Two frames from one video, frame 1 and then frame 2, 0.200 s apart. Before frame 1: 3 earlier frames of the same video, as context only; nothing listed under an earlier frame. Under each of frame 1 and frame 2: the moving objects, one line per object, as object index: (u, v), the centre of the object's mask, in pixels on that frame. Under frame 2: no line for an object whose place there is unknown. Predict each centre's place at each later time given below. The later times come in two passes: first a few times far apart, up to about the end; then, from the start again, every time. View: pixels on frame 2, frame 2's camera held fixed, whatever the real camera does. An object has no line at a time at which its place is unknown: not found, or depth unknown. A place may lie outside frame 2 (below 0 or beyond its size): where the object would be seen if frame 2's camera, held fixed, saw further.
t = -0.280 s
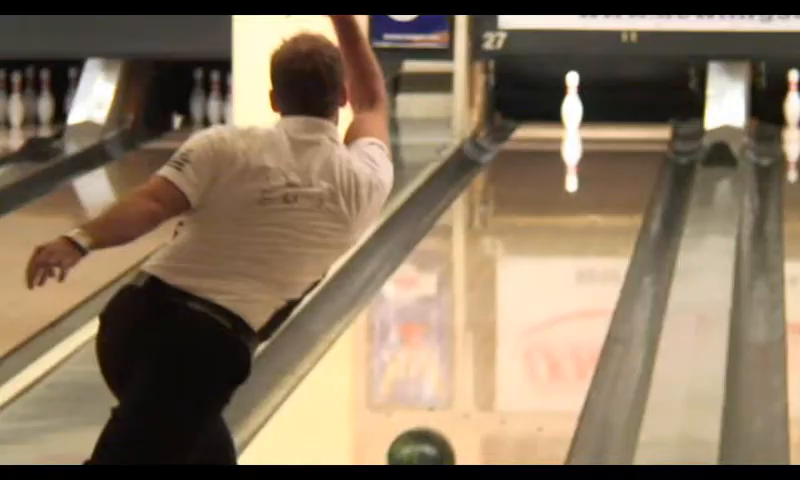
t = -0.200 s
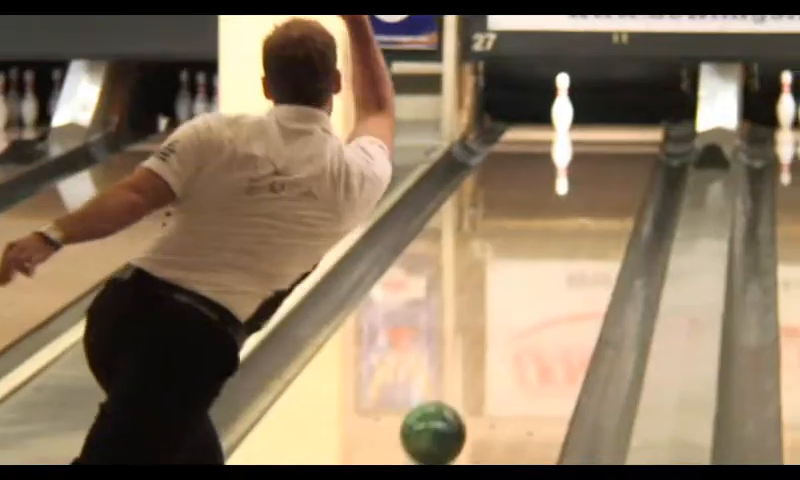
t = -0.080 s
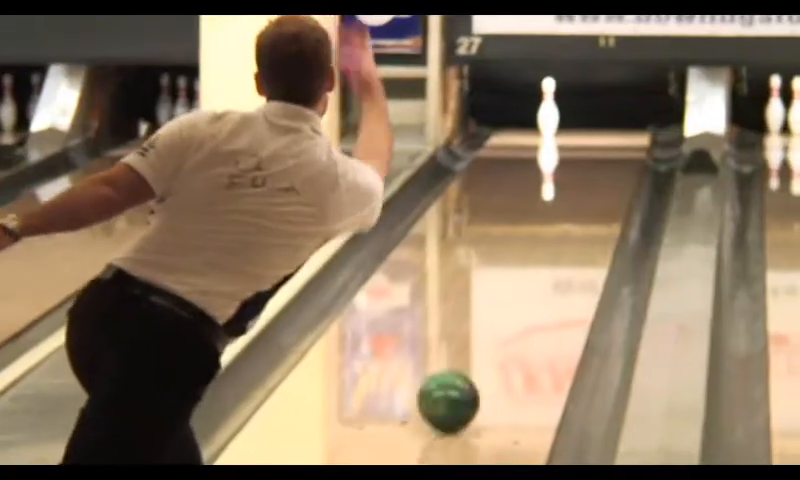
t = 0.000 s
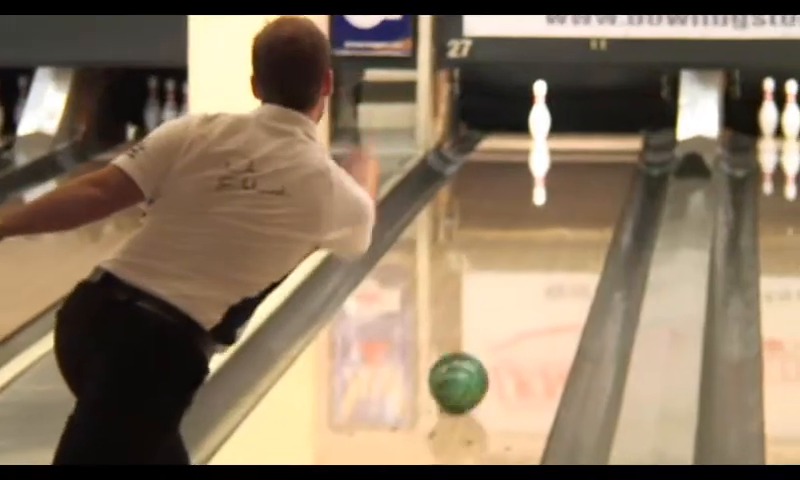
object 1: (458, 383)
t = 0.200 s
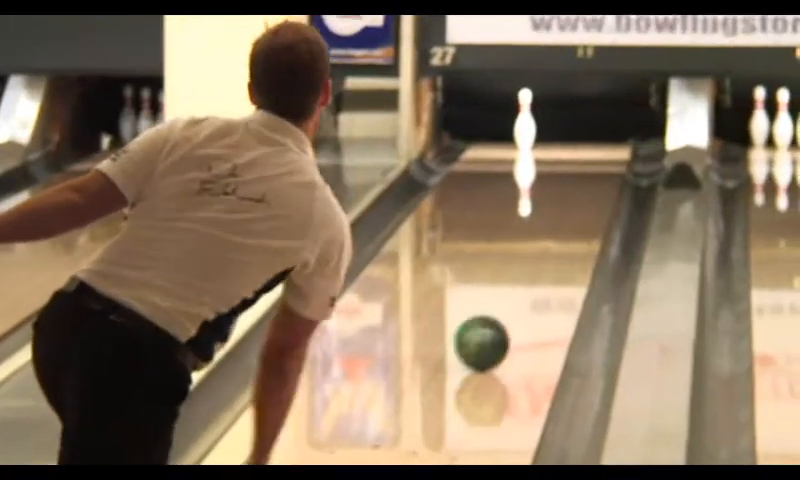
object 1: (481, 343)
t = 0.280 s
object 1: (495, 323)
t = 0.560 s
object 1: (532, 267)
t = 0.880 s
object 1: (558, 219)
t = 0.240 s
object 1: (488, 334)
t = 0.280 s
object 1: (495, 323)
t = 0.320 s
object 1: (501, 314)
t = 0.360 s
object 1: (507, 305)
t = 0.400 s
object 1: (512, 297)
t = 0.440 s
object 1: (518, 288)
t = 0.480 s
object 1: (522, 280)
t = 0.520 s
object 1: (527, 273)
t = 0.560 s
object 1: (532, 267)
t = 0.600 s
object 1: (535, 260)
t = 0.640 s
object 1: (539, 254)
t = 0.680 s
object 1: (543, 246)
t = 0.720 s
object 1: (547, 241)
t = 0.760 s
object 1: (550, 235)
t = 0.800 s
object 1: (553, 228)
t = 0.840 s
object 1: (556, 225)
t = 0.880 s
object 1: (558, 219)
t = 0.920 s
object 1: (560, 213)
